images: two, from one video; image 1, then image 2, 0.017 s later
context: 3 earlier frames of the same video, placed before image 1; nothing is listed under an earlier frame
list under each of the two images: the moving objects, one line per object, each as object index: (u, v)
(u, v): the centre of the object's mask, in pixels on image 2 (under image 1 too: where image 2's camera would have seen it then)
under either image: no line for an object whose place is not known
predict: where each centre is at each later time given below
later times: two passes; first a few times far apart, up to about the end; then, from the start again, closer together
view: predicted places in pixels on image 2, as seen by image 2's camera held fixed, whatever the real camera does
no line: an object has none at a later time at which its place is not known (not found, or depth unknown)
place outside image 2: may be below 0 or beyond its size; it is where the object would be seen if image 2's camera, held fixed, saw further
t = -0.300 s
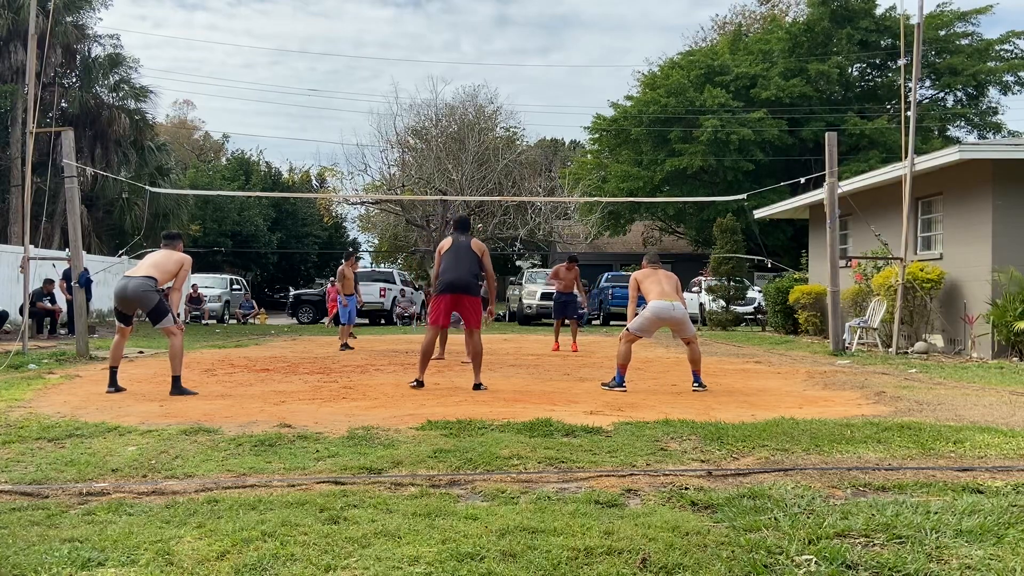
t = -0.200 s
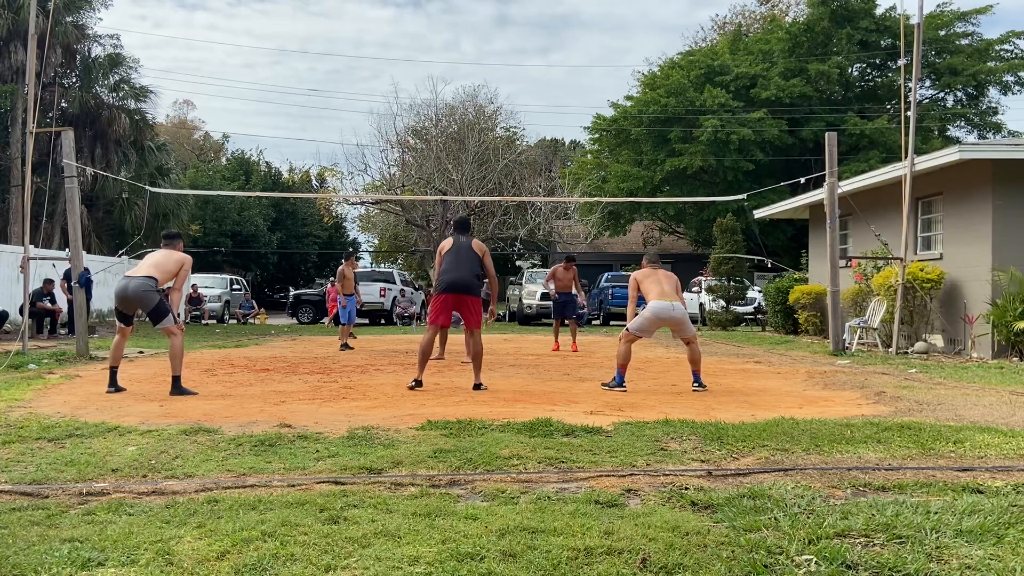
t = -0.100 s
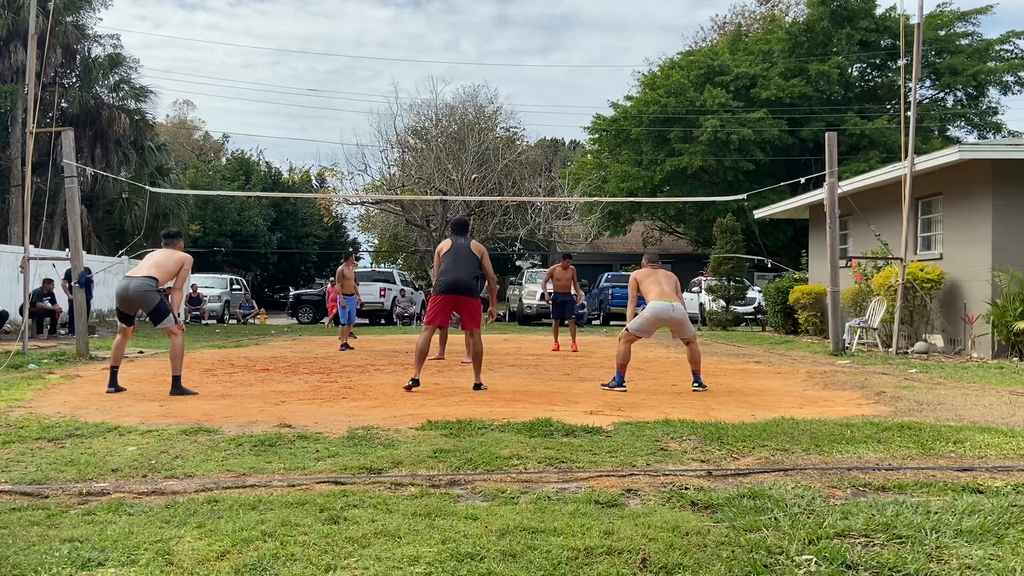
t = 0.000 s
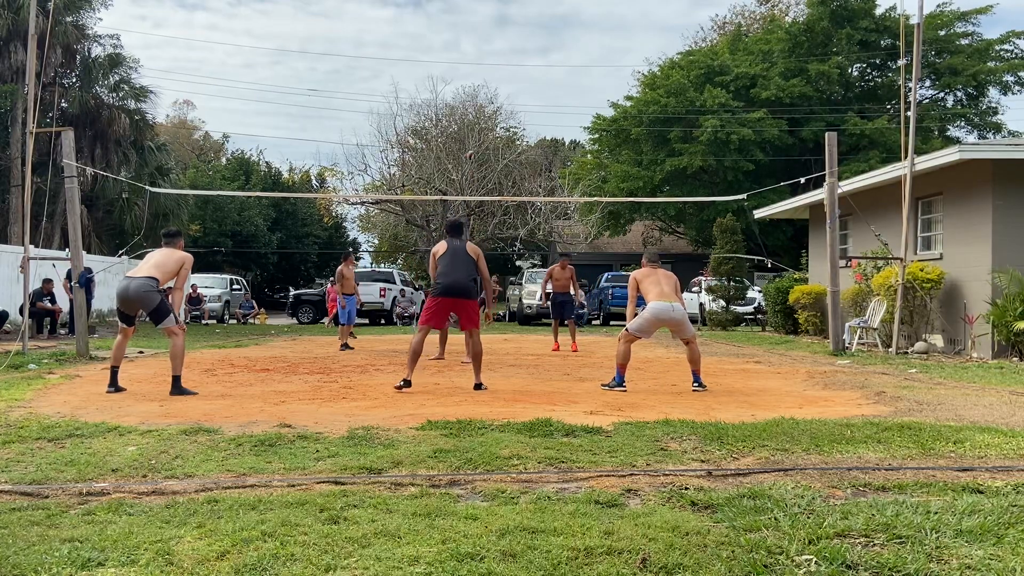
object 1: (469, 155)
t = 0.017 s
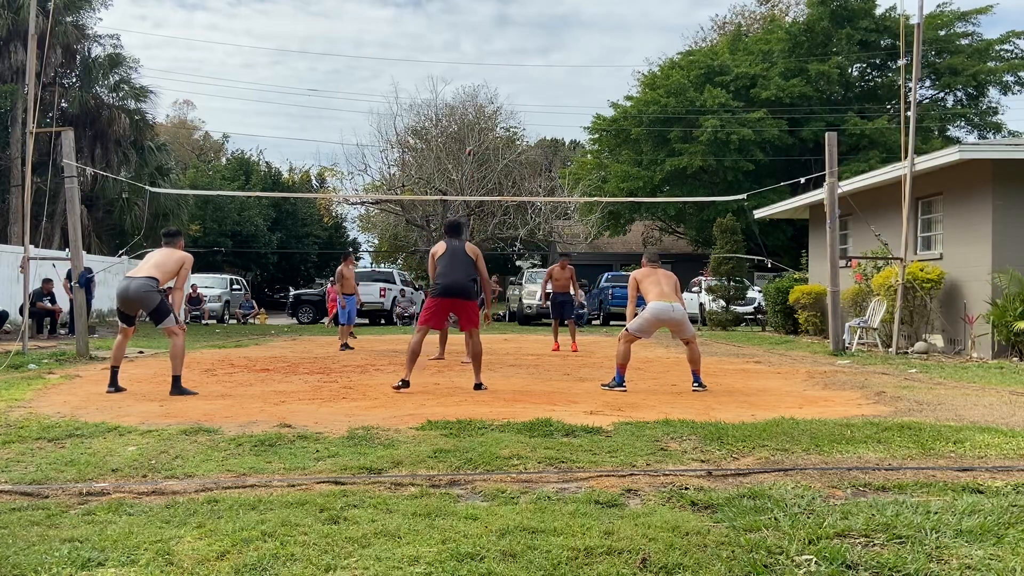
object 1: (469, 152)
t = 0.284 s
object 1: (455, 95)
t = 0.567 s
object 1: (429, 53)
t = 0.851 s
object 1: (378, 46)
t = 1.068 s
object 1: (311, 89)
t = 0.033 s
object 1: (467, 148)
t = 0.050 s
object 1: (467, 144)
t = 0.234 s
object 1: (458, 106)
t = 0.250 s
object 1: (457, 102)
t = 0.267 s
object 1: (456, 99)
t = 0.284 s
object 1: (455, 95)
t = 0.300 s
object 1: (454, 92)
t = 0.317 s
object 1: (453, 89)
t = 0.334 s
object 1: (452, 86)
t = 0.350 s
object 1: (450, 83)
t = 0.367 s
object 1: (449, 80)
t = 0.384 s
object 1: (448, 77)
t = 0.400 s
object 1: (446, 75)
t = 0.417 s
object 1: (445, 72)
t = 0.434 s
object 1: (443, 70)
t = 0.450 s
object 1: (442, 67)
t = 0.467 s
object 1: (440, 65)
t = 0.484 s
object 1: (438, 63)
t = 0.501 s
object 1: (436, 61)
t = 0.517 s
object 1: (435, 58)
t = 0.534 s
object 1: (433, 57)
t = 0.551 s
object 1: (431, 55)
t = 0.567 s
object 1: (429, 53)
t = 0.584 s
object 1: (427, 51)
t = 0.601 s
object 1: (424, 50)
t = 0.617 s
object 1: (422, 48)
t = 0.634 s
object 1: (420, 47)
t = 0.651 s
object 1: (417, 46)
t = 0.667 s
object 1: (414, 45)
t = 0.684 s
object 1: (412, 44)
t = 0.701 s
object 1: (409, 43)
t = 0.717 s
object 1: (406, 43)
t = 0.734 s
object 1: (403, 43)
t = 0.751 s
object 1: (400, 43)
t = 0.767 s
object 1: (397, 43)
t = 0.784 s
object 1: (393, 43)
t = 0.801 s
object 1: (389, 43)
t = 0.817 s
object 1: (386, 44)
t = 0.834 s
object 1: (382, 45)
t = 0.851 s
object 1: (378, 46)
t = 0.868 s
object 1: (374, 47)
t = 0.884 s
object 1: (370, 49)
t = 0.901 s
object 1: (365, 50)
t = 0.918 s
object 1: (361, 53)
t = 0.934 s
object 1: (356, 55)
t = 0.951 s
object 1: (351, 58)
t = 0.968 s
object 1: (346, 61)
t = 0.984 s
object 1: (341, 64)
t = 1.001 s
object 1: (335, 69)
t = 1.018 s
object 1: (330, 73)
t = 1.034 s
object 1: (324, 78)
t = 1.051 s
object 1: (318, 83)
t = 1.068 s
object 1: (311, 89)
